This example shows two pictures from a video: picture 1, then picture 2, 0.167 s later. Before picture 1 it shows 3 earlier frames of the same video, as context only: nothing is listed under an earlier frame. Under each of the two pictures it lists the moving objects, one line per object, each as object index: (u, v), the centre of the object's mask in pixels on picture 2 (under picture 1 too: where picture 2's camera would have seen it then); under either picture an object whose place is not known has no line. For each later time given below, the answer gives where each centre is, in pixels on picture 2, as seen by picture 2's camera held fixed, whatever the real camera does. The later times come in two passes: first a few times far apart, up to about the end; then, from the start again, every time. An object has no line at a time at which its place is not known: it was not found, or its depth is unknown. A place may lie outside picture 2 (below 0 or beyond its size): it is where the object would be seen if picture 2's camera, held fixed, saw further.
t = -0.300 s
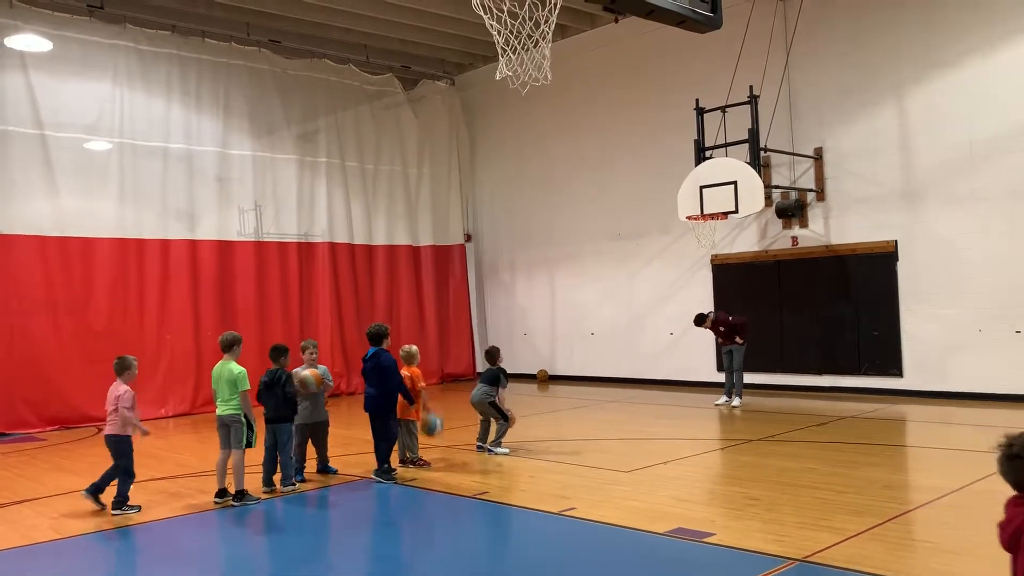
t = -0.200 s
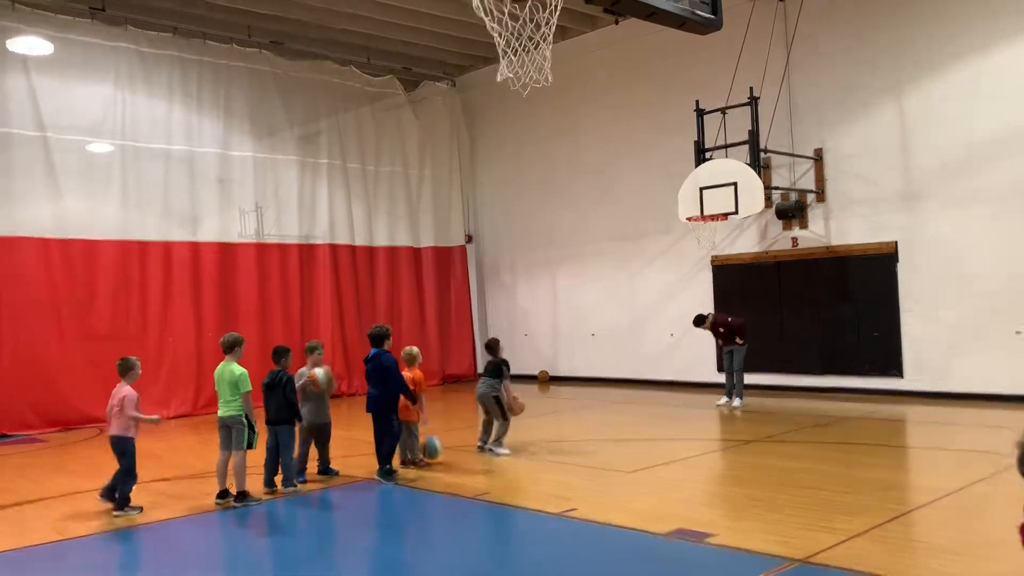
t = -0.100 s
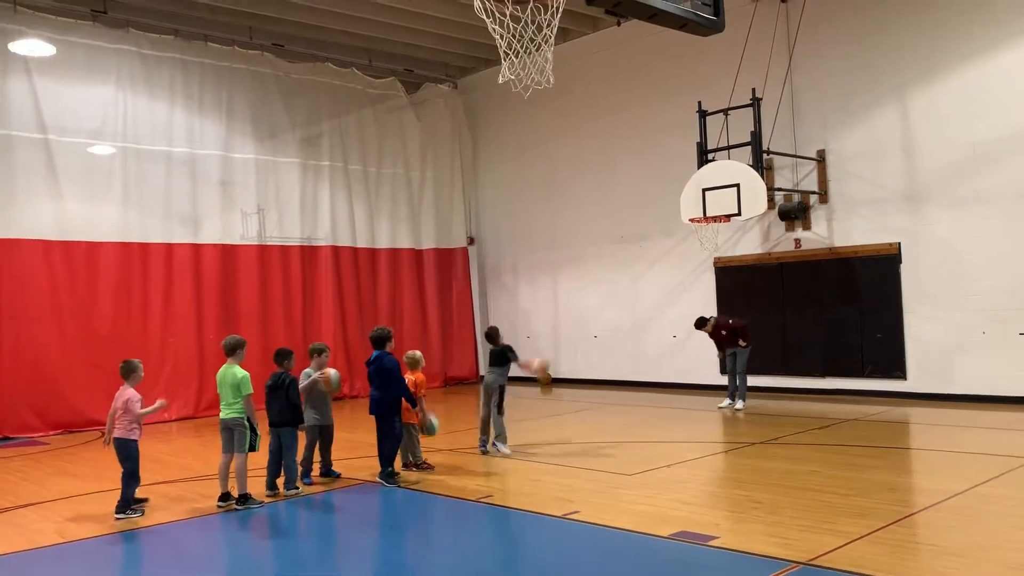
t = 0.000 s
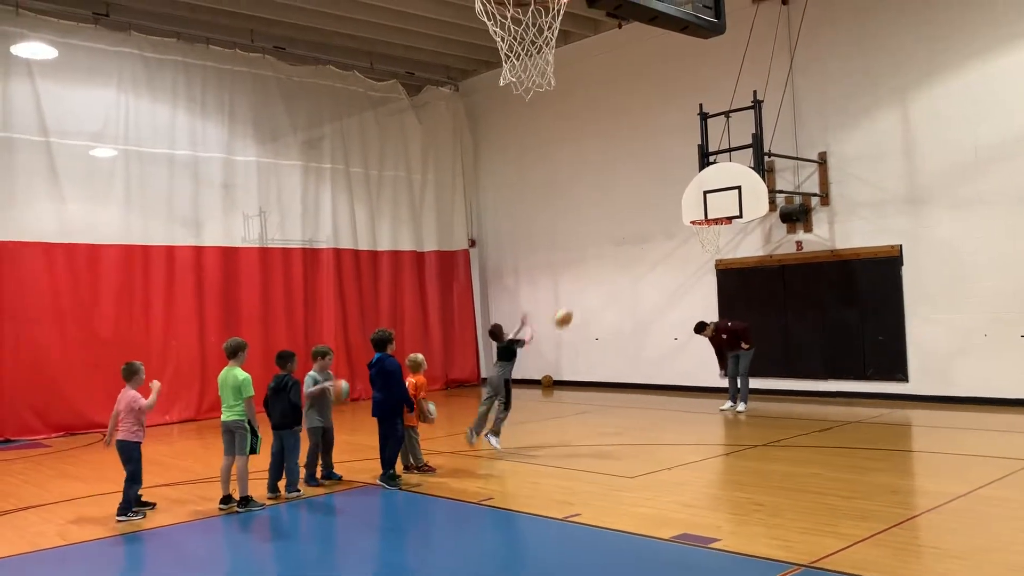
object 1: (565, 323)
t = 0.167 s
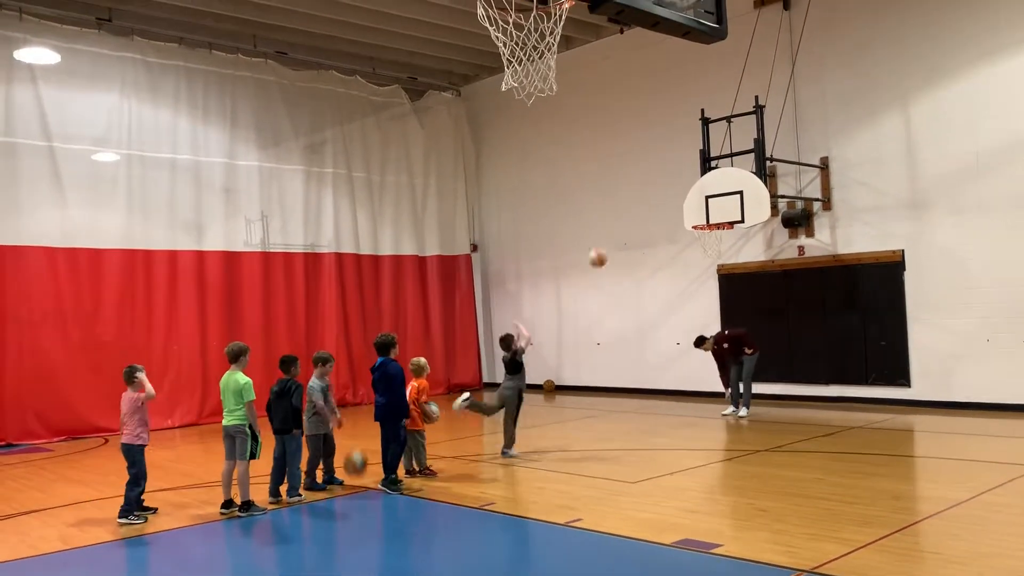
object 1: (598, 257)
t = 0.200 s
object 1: (605, 248)
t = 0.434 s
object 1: (648, 211)
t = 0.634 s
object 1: (682, 214)
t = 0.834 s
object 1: (683, 213)
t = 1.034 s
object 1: (663, 217)
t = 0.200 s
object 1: (605, 248)
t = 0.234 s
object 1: (610, 240)
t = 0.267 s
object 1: (618, 233)
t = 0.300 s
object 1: (623, 227)
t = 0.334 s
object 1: (630, 221)
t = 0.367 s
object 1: (635, 217)
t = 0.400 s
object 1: (642, 214)
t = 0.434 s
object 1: (648, 211)
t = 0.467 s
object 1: (654, 210)
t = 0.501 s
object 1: (659, 209)
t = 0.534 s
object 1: (666, 209)
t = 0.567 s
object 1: (671, 210)
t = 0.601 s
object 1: (677, 212)
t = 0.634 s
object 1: (682, 214)
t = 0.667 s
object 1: (688, 217)
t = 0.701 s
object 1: (693, 221)
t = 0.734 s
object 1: (694, 221)
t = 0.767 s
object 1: (690, 217)
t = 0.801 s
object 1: (686, 215)
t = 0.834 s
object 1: (683, 213)
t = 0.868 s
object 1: (679, 212)
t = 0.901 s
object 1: (676, 211)
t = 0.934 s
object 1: (672, 212)
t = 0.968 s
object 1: (669, 212)
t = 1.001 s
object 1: (666, 214)
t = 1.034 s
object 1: (663, 217)
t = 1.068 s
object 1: (659, 220)
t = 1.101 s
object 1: (655, 225)
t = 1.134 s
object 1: (651, 231)
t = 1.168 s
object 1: (648, 237)
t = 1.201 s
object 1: (645, 244)
